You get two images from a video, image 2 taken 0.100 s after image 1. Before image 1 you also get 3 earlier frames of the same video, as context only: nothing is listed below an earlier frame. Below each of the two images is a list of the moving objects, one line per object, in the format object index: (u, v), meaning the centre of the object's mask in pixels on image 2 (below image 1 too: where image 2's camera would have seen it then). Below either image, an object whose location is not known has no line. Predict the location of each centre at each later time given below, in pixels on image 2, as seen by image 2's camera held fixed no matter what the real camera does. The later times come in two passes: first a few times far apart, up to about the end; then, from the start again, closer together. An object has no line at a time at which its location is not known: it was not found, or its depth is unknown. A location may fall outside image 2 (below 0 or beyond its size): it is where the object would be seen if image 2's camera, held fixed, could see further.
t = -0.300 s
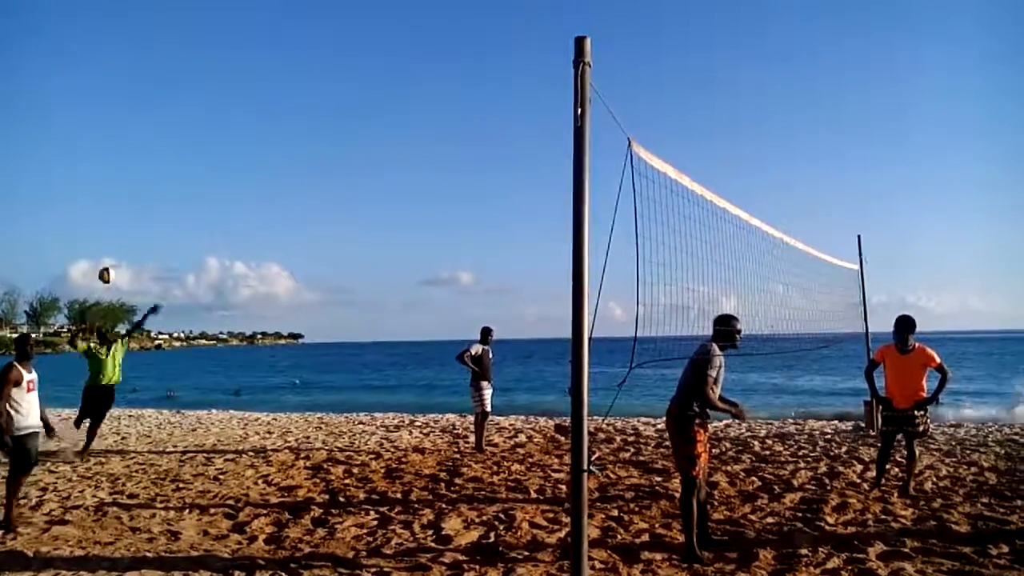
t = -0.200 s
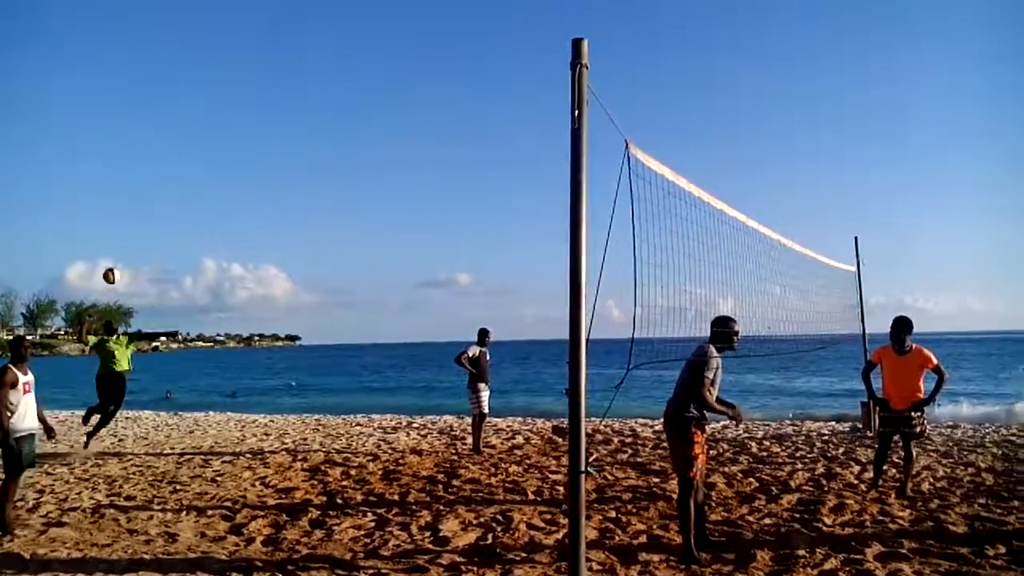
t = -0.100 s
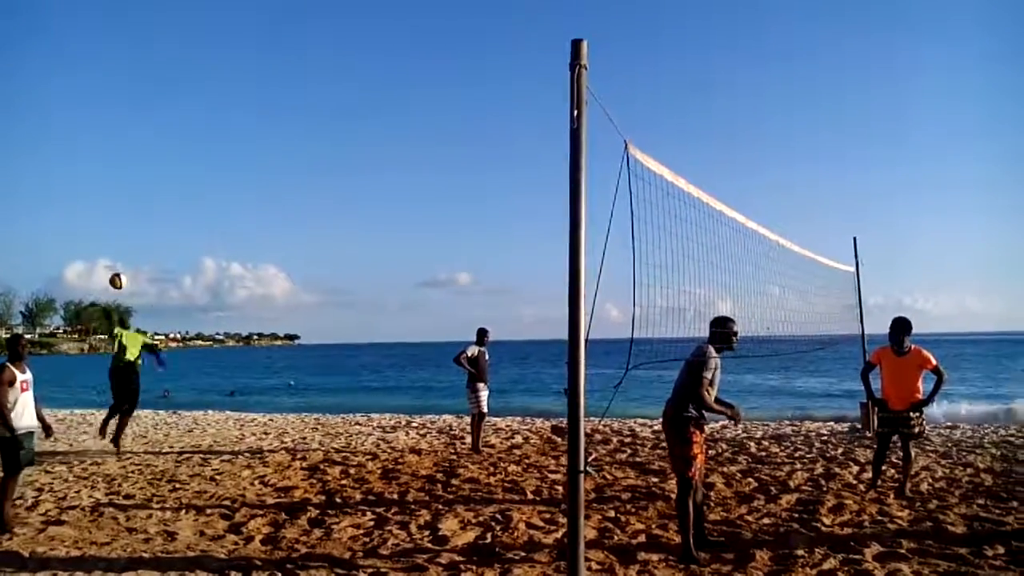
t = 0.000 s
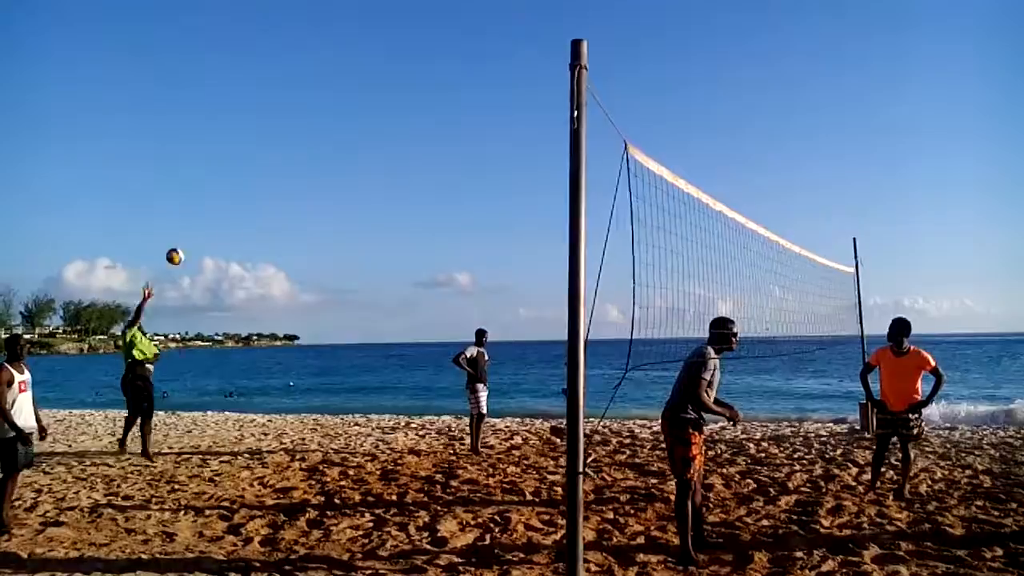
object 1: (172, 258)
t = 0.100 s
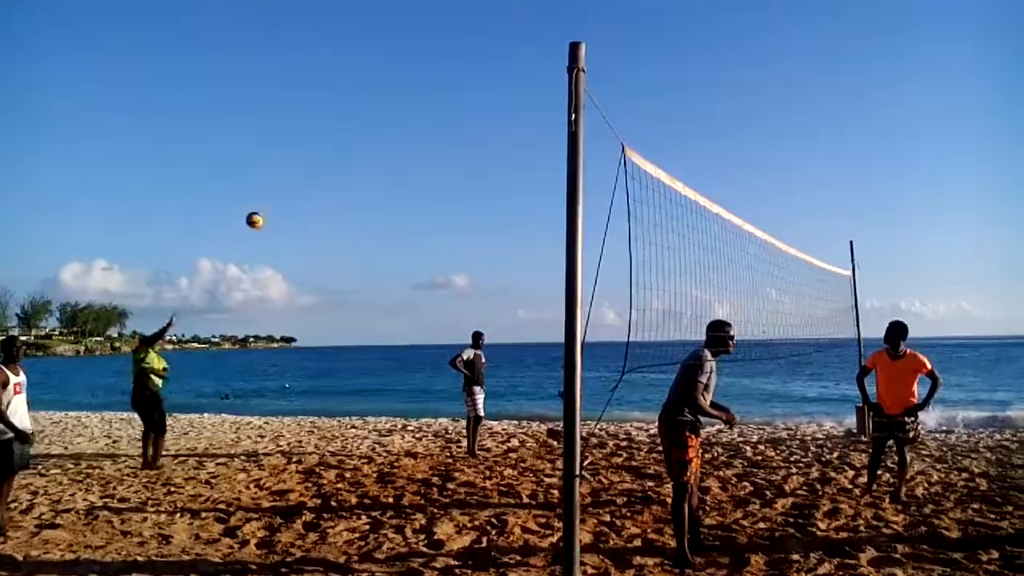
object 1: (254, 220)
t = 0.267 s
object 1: (397, 174)
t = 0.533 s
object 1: (639, 148)
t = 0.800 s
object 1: (897, 196)
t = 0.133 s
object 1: (282, 209)
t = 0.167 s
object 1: (311, 200)
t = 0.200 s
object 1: (339, 190)
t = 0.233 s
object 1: (368, 182)
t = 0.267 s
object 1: (397, 174)
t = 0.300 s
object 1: (425, 169)
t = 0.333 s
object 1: (455, 164)
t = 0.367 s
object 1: (484, 158)
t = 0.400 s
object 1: (514, 156)
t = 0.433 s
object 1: (545, 153)
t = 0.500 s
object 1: (606, 150)
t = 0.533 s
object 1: (639, 148)
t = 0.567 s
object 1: (668, 153)
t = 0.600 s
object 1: (700, 156)
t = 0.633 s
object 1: (731, 160)
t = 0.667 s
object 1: (765, 165)
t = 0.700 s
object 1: (796, 172)
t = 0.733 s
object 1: (829, 178)
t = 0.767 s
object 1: (863, 186)
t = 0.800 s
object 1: (897, 196)
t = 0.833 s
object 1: (932, 207)
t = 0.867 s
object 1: (967, 218)
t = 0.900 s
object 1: (1002, 232)
